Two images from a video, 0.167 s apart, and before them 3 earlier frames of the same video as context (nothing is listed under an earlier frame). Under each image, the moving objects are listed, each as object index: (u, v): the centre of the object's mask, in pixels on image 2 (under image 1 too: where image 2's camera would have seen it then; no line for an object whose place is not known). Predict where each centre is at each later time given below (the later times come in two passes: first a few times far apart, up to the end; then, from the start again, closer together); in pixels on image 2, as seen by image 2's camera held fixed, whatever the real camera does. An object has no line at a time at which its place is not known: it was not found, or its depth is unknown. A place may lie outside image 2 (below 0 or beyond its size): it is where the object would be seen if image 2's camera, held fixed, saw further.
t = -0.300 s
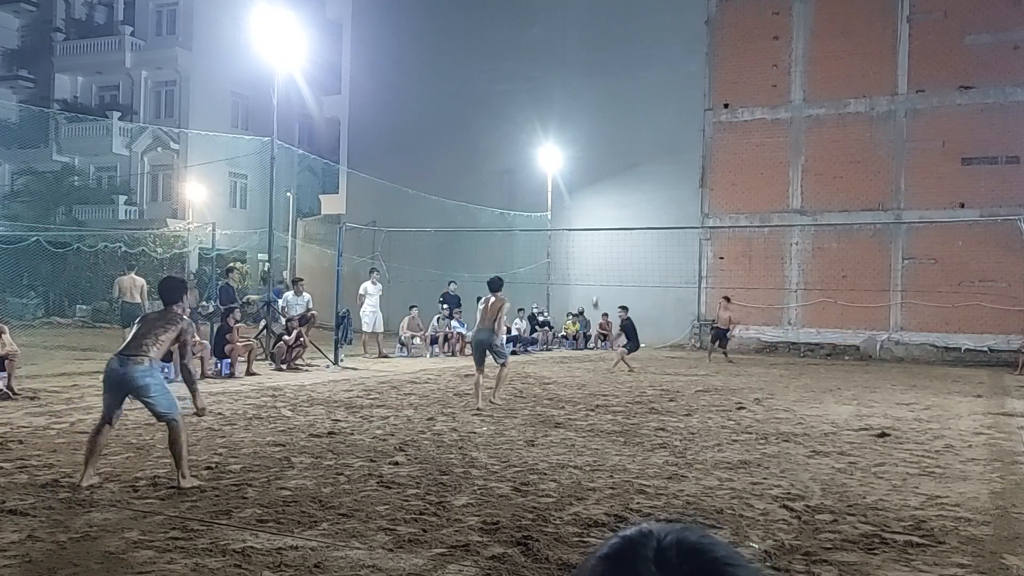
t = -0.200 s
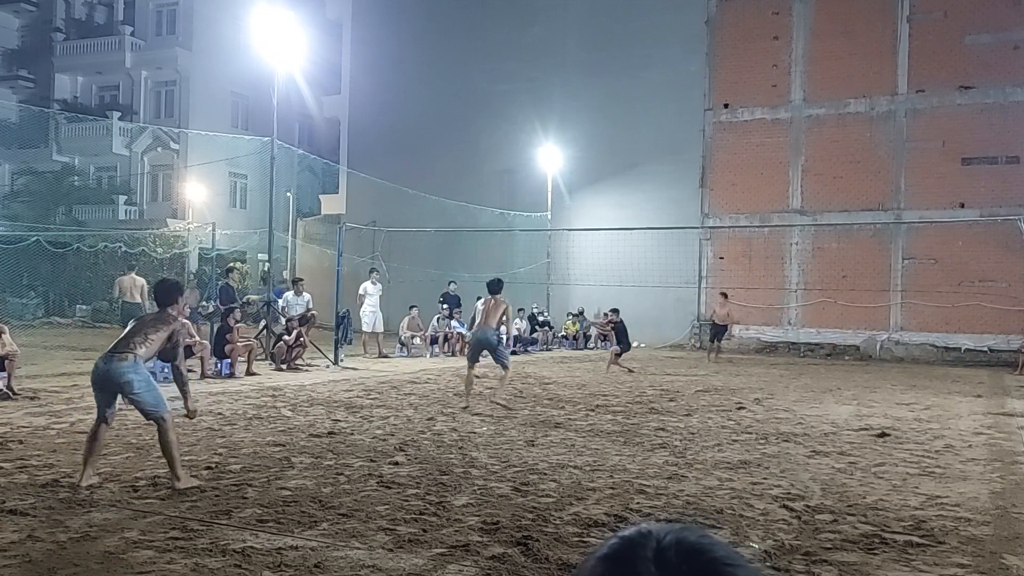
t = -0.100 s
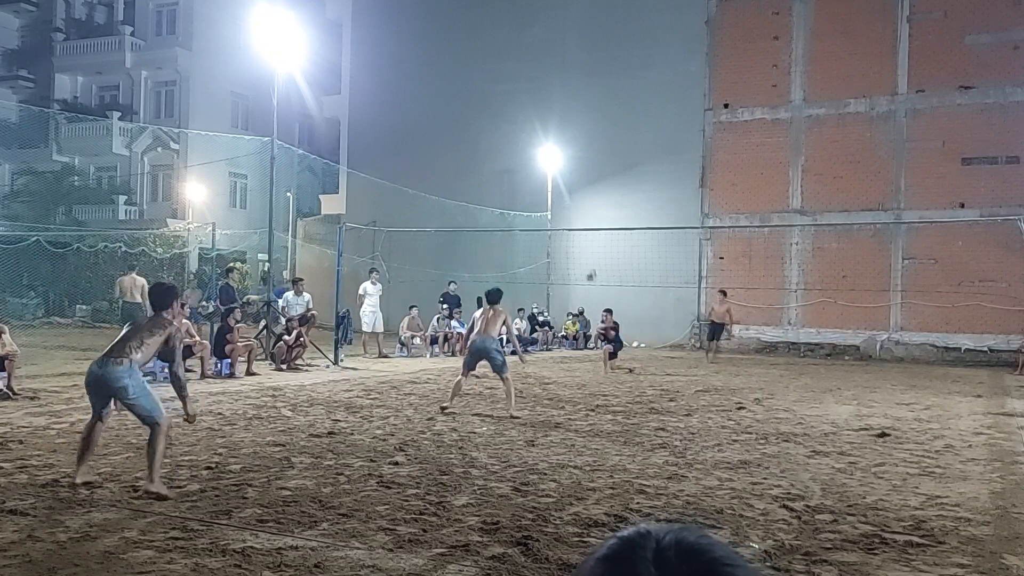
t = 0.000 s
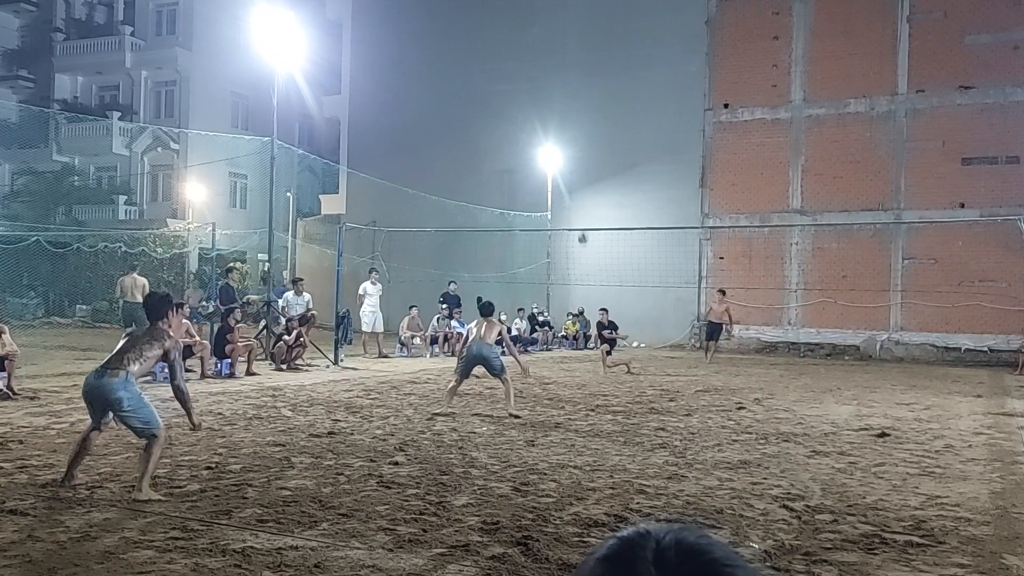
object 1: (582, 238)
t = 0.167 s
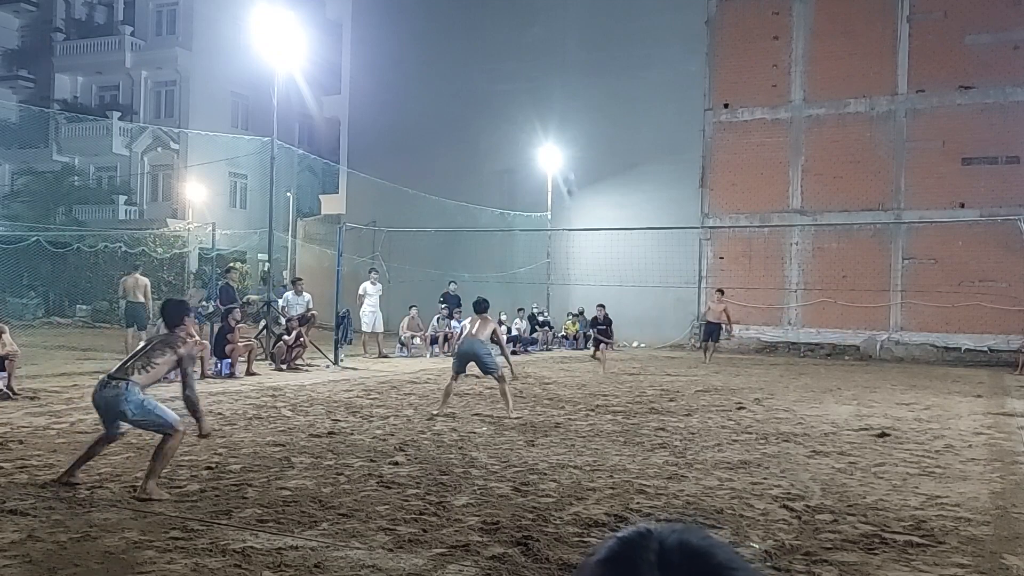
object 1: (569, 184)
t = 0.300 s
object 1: (545, 134)
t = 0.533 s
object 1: (519, 72)
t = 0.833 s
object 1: (451, 39)
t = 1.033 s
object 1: (379, 80)
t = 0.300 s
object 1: (545, 134)
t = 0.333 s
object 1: (547, 123)
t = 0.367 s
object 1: (543, 113)
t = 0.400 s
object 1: (539, 104)
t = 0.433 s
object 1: (534, 95)
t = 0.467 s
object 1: (529, 86)
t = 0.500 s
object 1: (524, 78)
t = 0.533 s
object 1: (519, 72)
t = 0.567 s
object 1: (512, 65)
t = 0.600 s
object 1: (507, 59)
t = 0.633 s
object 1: (500, 53)
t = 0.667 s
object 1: (493, 48)
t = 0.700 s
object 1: (486, 45)
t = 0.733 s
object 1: (479, 42)
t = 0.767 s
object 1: (469, 41)
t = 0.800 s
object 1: (460, 39)
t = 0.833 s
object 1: (451, 39)
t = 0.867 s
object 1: (440, 41)
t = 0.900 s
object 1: (430, 44)
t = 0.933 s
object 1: (419, 50)
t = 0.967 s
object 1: (406, 58)
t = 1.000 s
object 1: (393, 68)
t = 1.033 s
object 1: (379, 80)
